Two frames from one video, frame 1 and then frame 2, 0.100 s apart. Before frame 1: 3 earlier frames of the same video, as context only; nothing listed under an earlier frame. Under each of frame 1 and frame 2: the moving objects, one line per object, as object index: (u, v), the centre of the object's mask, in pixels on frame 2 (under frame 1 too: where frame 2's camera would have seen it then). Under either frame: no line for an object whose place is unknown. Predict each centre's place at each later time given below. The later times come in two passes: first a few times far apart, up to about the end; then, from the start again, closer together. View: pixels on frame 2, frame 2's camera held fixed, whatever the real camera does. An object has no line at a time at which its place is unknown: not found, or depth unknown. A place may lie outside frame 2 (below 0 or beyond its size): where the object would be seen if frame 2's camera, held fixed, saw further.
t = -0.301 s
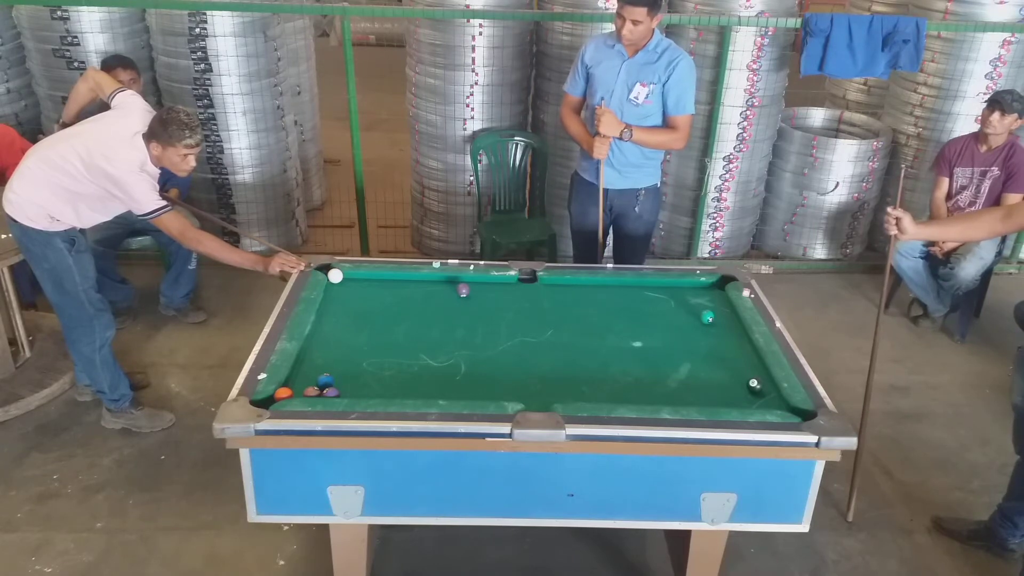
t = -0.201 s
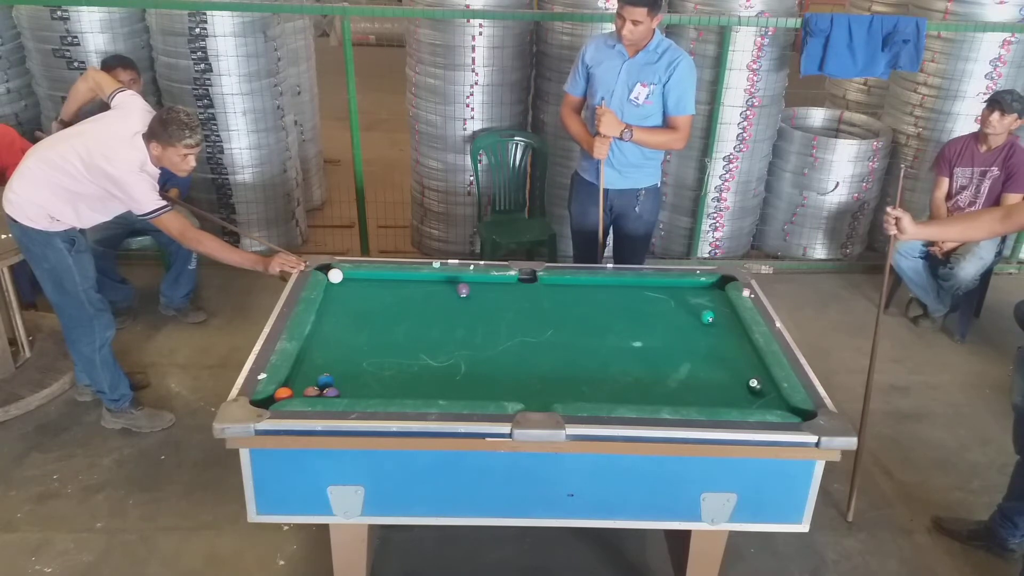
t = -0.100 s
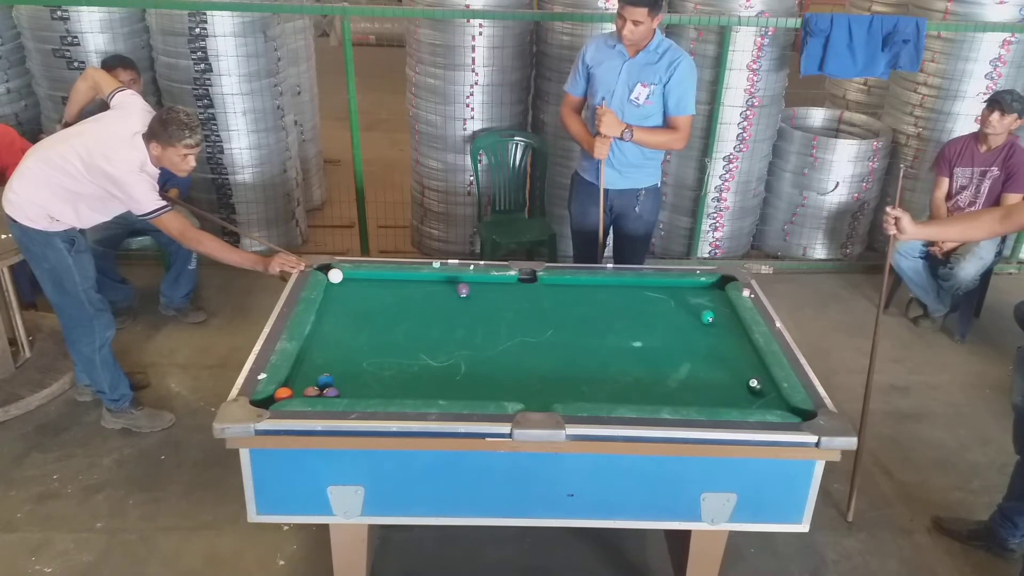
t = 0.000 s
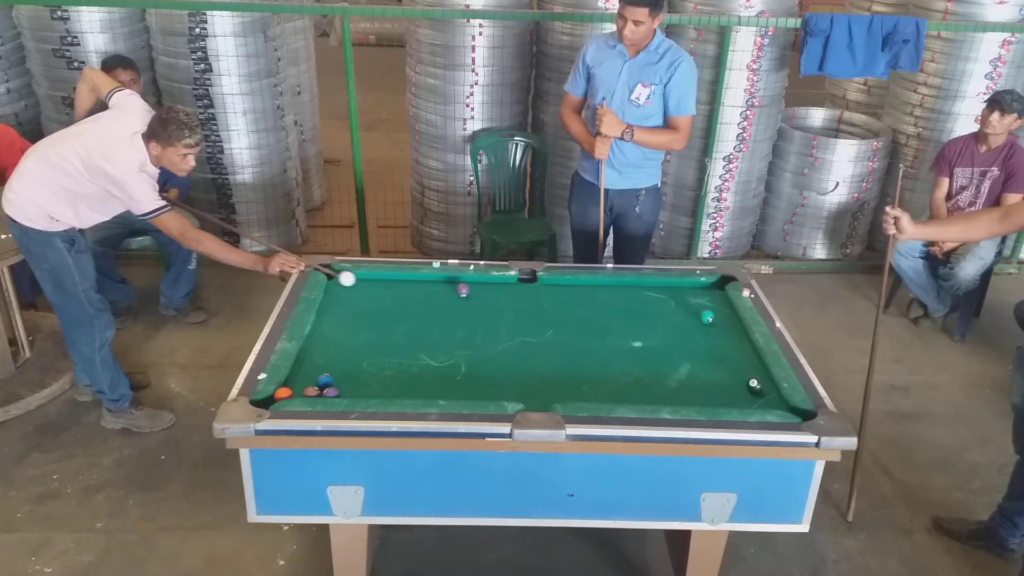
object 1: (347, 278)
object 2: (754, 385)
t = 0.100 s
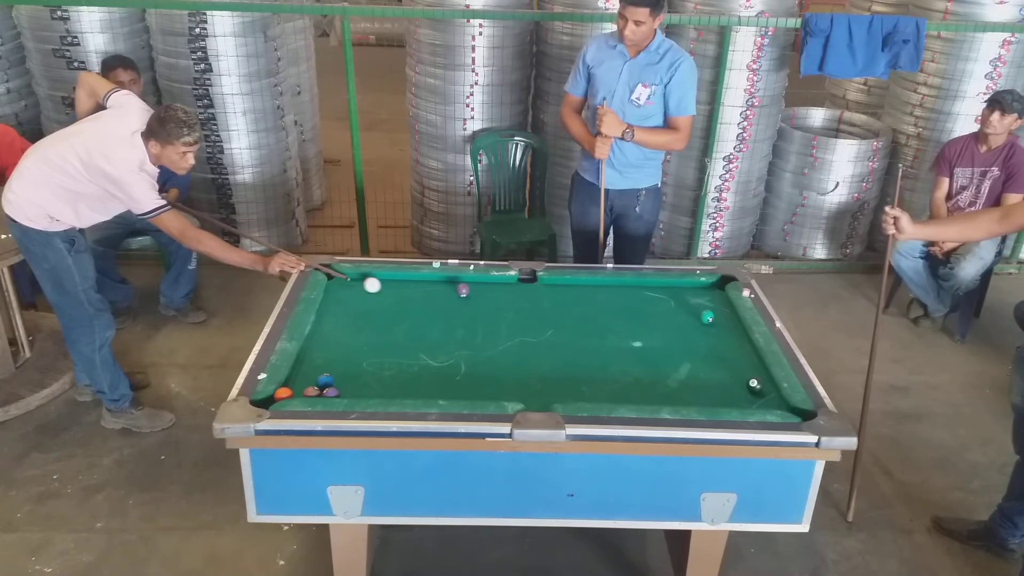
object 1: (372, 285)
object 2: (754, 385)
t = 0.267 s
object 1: (414, 296)
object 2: (754, 385)
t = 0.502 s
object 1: (475, 311)
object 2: (754, 385)
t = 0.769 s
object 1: (547, 330)
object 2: (754, 385)
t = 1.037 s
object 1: (622, 349)
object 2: (754, 385)
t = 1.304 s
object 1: (702, 369)
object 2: (754, 385)
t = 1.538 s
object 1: (753, 380)
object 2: (759, 394)
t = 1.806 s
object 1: (757, 383)
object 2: (729, 402)
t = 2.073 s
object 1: (742, 385)
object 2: (702, 401)
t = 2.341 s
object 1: (731, 386)
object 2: (680, 396)
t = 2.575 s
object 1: (723, 387)
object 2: (663, 392)
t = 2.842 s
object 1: (718, 388)
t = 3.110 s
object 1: (717, 388)
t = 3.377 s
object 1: (717, 388)
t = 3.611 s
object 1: (717, 388)
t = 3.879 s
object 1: (717, 388)
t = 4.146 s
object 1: (717, 388)
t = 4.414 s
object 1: (717, 388)
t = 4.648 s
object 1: (717, 388)
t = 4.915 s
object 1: (717, 388)
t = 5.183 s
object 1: (717, 389)
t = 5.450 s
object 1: (717, 389)
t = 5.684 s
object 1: (717, 389)
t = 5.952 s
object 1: (717, 389)
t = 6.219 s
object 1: (717, 388)
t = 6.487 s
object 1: (717, 389)
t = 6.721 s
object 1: (717, 389)
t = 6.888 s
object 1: (717, 389)
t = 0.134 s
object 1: (380, 287)
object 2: (754, 385)
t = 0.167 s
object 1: (389, 289)
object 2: (754, 385)
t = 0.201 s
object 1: (397, 291)
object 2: (754, 385)
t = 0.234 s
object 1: (406, 294)
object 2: (754, 385)
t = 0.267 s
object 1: (414, 296)
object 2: (754, 385)
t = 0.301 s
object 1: (423, 298)
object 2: (754, 385)
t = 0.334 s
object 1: (432, 300)
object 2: (754, 385)
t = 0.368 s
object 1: (440, 302)
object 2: (754, 385)
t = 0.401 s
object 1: (449, 305)
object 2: (754, 385)
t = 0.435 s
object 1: (458, 307)
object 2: (754, 385)
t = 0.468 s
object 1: (466, 309)
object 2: (754, 385)
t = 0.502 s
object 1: (475, 311)
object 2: (754, 385)
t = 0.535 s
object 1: (484, 314)
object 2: (754, 385)
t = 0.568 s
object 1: (493, 316)
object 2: (754, 385)
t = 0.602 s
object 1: (502, 318)
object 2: (754, 385)
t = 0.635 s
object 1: (511, 320)
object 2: (754, 385)
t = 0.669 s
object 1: (520, 323)
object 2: (754, 385)
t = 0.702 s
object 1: (529, 325)
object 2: (754, 385)
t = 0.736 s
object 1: (538, 327)
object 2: (754, 385)
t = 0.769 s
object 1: (547, 330)
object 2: (754, 385)
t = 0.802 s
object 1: (556, 332)
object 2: (754, 385)
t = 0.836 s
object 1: (565, 334)
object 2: (754, 385)
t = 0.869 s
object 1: (575, 337)
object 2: (754, 385)
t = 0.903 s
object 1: (584, 339)
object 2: (754, 385)
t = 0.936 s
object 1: (594, 341)
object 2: (754, 385)
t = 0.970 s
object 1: (603, 344)
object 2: (754, 385)
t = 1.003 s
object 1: (613, 346)
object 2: (754, 385)
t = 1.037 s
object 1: (622, 349)
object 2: (754, 385)
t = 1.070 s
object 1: (632, 351)
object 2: (754, 385)
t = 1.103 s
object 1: (642, 354)
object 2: (754, 385)
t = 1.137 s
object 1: (652, 356)
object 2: (754, 385)
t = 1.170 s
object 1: (662, 359)
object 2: (754, 385)
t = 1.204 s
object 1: (672, 361)
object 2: (754, 385)
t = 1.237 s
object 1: (682, 364)
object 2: (754, 385)
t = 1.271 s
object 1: (692, 367)
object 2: (754, 385)
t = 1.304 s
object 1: (702, 369)
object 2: (754, 385)
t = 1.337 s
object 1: (712, 372)
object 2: (754, 385)
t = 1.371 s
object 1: (723, 375)
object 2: (754, 385)
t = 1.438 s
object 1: (742, 379)
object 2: (769, 389)
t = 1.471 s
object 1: (745, 379)
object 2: (768, 392)
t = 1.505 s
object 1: (749, 380)
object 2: (763, 393)
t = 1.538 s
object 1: (753, 380)
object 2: (759, 394)
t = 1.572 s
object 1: (757, 380)
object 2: (755, 395)
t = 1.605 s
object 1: (761, 382)
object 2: (752, 397)
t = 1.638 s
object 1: (764, 382)
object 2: (749, 397)
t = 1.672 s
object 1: (766, 383)
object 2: (745, 398)
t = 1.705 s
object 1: (764, 383)
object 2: (741, 399)
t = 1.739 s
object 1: (762, 383)
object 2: (737, 400)
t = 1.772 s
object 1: (759, 383)
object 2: (733, 402)
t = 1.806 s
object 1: (757, 383)
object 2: (729, 402)
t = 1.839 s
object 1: (755, 384)
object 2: (726, 402)
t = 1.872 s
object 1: (753, 384)
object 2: (722, 403)
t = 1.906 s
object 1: (751, 384)
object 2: (718, 402)
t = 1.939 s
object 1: (749, 384)
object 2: (715, 403)
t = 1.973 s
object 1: (748, 384)
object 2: (712, 402)
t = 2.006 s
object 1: (746, 384)
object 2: (709, 402)
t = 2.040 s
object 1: (744, 385)
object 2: (706, 401)
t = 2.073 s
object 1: (742, 385)
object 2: (702, 401)
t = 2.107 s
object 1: (741, 385)
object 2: (700, 399)
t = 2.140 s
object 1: (739, 385)
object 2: (696, 400)
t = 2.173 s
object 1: (738, 385)
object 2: (694, 399)
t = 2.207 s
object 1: (736, 386)
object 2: (691, 399)
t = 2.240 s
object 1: (735, 386)
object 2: (688, 398)
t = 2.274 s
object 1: (733, 386)
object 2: (685, 397)
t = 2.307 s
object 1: (732, 386)
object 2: (682, 397)
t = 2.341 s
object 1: (731, 386)
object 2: (680, 396)
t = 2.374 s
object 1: (730, 387)
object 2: (677, 396)
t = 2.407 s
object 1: (729, 387)
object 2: (674, 395)
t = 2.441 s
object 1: (727, 387)
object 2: (673, 394)
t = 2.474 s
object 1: (726, 387)
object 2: (671, 394)
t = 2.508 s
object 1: (725, 387)
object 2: (668, 393)
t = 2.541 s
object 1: (724, 387)
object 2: (666, 392)
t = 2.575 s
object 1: (723, 387)
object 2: (663, 392)
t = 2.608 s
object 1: (723, 387)
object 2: (661, 391)
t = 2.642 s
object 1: (722, 388)
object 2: (659, 391)
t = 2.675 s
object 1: (721, 388)
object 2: (657, 390)
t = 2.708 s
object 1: (720, 388)
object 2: (655, 389)
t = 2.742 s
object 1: (720, 388)
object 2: (653, 389)
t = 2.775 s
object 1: (719, 388)
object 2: (651, 389)
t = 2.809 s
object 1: (719, 388)
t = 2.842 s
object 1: (718, 388)
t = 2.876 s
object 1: (718, 388)
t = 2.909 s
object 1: (717, 388)
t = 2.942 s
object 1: (717, 388)
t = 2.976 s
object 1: (717, 388)
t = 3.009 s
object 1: (717, 388)
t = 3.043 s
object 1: (717, 388)
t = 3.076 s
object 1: (717, 388)
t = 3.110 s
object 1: (717, 388)
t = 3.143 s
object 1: (716, 388)
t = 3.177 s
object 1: (717, 388)
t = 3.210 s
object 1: (717, 388)
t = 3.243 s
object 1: (717, 388)
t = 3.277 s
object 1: (717, 388)
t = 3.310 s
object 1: (717, 388)
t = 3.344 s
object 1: (717, 388)
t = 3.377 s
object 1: (717, 388)
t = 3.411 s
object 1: (717, 388)
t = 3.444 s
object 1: (717, 388)
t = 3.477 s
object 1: (717, 388)
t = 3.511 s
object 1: (717, 388)
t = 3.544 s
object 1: (717, 388)
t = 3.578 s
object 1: (717, 388)
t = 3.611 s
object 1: (717, 388)
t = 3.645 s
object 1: (717, 388)
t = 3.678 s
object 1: (717, 388)
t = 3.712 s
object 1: (717, 388)
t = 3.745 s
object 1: (717, 388)
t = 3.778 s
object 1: (717, 388)
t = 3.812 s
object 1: (717, 388)
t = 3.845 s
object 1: (717, 388)
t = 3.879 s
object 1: (717, 388)
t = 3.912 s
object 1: (717, 388)
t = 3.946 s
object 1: (717, 388)
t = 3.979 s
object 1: (717, 388)
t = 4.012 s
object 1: (717, 388)
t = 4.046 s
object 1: (717, 388)
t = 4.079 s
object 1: (717, 388)
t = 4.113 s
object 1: (717, 388)
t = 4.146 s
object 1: (717, 388)
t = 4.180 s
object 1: (717, 388)
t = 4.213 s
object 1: (717, 388)
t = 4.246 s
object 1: (717, 388)
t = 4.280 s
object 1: (717, 388)
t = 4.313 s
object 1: (717, 388)
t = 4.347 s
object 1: (717, 388)
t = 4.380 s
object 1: (717, 388)
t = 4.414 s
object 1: (717, 388)
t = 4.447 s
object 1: (717, 388)
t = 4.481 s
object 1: (717, 388)
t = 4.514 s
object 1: (717, 388)
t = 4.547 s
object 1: (717, 388)
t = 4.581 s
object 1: (717, 388)
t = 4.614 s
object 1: (717, 388)
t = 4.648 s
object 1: (717, 388)
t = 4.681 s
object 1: (717, 388)
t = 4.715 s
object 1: (717, 388)
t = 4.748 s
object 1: (717, 388)
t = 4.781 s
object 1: (717, 388)
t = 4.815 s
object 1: (717, 388)
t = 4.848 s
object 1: (717, 388)
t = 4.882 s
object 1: (717, 388)
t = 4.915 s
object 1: (717, 388)
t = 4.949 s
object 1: (717, 388)
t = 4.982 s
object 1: (717, 389)
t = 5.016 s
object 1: (717, 389)
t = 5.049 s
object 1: (717, 389)
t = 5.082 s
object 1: (717, 389)
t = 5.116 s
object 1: (717, 389)
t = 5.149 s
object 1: (717, 389)
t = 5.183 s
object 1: (717, 389)
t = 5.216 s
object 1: (717, 388)
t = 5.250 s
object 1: (717, 389)
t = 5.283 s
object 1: (717, 389)
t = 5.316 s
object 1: (717, 389)
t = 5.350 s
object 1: (717, 389)
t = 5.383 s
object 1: (717, 389)
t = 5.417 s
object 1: (717, 389)
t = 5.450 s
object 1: (717, 389)
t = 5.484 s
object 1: (717, 389)
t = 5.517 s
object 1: (717, 389)
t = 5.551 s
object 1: (717, 389)
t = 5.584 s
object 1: (717, 389)
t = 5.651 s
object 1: (717, 389)
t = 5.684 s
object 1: (717, 389)
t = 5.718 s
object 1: (717, 389)
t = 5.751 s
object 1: (717, 389)
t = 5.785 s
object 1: (717, 389)
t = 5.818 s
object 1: (717, 389)
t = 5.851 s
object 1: (717, 389)
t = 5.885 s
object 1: (717, 389)
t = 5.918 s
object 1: (717, 389)
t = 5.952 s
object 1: (717, 389)
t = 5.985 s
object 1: (717, 389)
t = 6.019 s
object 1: (717, 389)
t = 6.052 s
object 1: (717, 388)
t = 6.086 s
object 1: (717, 388)
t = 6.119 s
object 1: (717, 389)
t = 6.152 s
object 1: (717, 389)
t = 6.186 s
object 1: (717, 389)
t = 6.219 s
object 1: (717, 388)
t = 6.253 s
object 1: (716, 389)
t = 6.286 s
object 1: (716, 388)
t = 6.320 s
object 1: (717, 388)
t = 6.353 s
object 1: (717, 388)
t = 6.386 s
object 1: (717, 388)
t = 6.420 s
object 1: (717, 388)
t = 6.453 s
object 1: (717, 389)
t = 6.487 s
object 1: (717, 389)
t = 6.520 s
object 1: (717, 389)
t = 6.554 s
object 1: (717, 389)
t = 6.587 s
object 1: (717, 389)
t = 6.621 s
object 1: (717, 389)
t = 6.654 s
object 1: (717, 389)
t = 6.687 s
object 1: (717, 389)
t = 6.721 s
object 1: (717, 389)
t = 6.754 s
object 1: (717, 389)
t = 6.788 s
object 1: (717, 389)
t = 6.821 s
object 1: (717, 389)
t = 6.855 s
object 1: (717, 389)
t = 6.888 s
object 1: (717, 389)
